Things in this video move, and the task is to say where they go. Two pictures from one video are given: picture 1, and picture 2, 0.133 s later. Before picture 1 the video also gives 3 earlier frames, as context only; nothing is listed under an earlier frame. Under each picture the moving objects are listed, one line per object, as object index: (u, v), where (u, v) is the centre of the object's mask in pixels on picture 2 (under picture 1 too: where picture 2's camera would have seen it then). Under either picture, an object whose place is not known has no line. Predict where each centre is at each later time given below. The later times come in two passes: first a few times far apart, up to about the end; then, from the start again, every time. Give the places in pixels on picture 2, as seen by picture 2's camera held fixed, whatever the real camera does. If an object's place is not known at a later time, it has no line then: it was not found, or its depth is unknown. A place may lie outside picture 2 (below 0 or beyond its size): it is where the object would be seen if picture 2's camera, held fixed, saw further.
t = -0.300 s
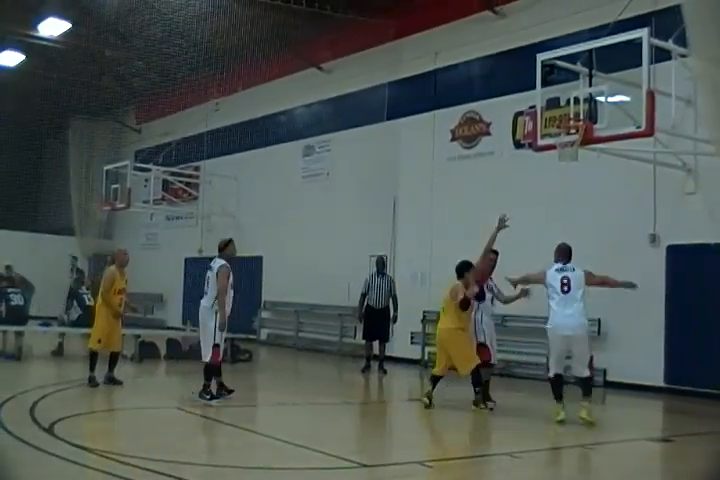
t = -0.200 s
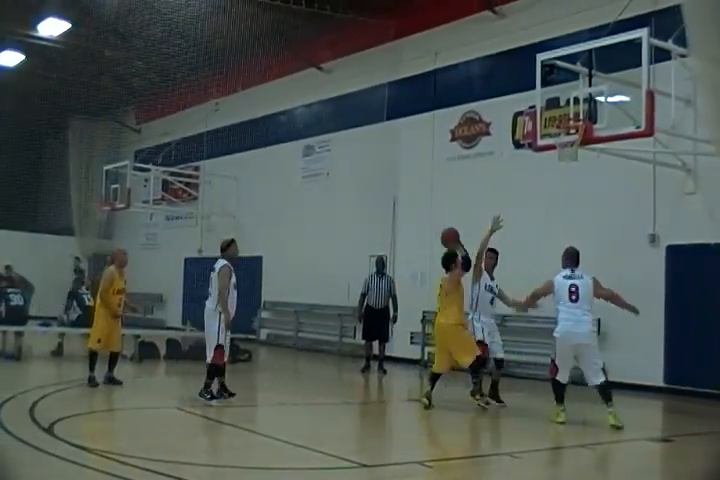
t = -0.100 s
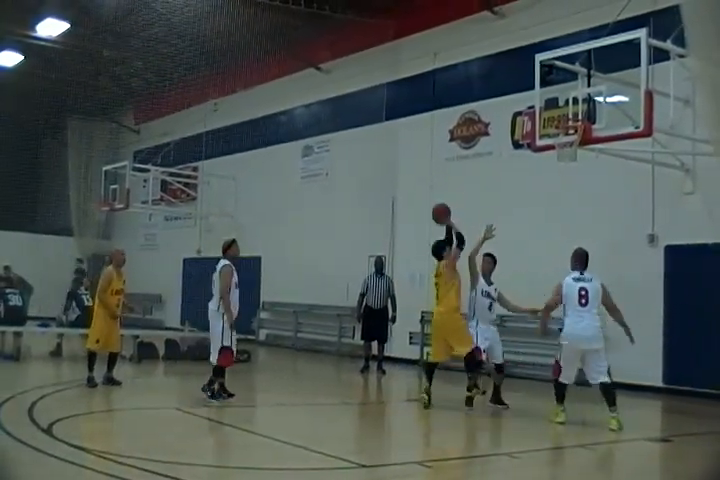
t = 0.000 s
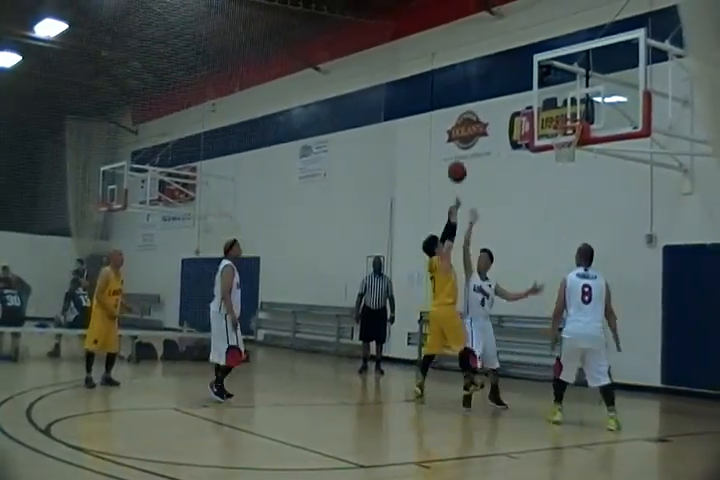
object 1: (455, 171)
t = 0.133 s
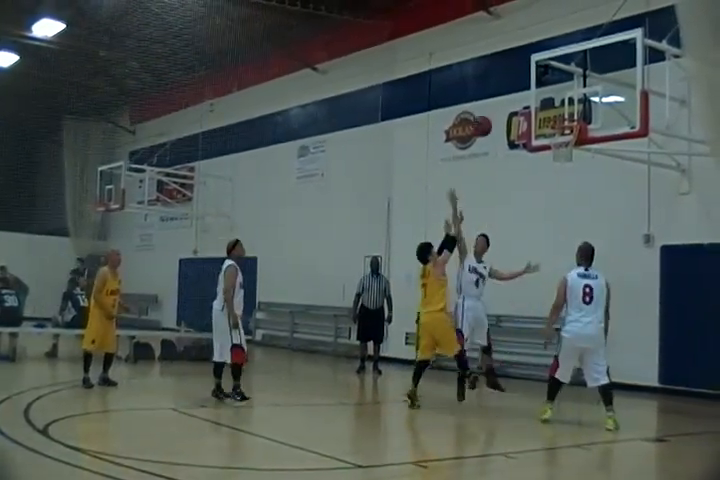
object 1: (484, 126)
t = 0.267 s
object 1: (508, 97)
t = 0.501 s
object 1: (553, 86)
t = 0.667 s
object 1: (565, 101)
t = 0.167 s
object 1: (488, 117)
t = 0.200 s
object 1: (496, 109)
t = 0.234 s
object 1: (502, 103)
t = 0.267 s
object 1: (508, 97)
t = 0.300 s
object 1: (515, 93)
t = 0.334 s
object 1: (522, 89)
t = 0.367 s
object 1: (529, 86)
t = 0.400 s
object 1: (535, 85)
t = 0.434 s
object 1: (542, 85)
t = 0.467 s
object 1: (547, 85)
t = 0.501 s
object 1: (553, 86)
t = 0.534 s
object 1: (560, 89)
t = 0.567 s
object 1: (567, 92)
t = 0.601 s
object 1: (568, 95)
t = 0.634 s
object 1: (567, 97)
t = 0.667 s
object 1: (565, 101)
